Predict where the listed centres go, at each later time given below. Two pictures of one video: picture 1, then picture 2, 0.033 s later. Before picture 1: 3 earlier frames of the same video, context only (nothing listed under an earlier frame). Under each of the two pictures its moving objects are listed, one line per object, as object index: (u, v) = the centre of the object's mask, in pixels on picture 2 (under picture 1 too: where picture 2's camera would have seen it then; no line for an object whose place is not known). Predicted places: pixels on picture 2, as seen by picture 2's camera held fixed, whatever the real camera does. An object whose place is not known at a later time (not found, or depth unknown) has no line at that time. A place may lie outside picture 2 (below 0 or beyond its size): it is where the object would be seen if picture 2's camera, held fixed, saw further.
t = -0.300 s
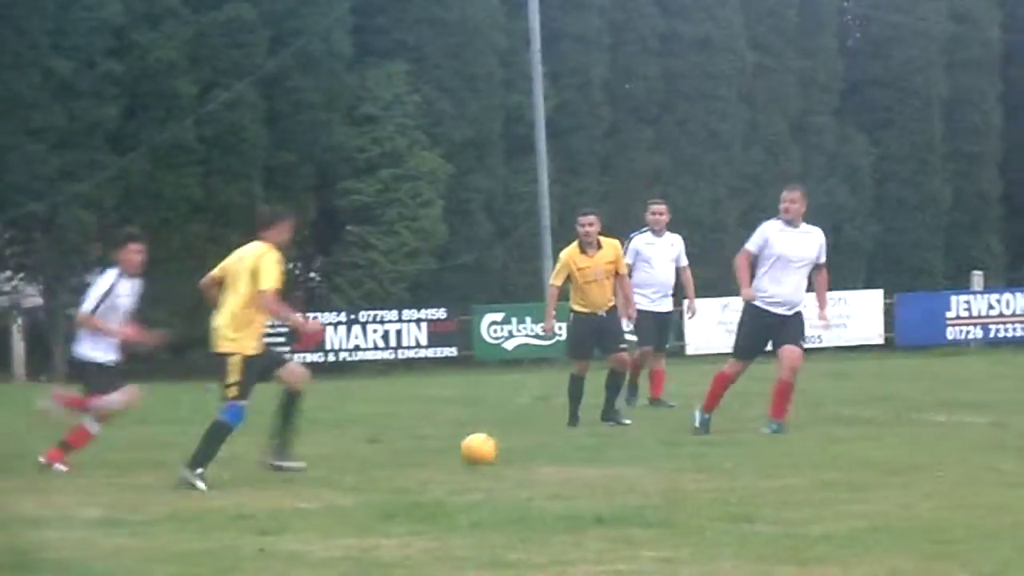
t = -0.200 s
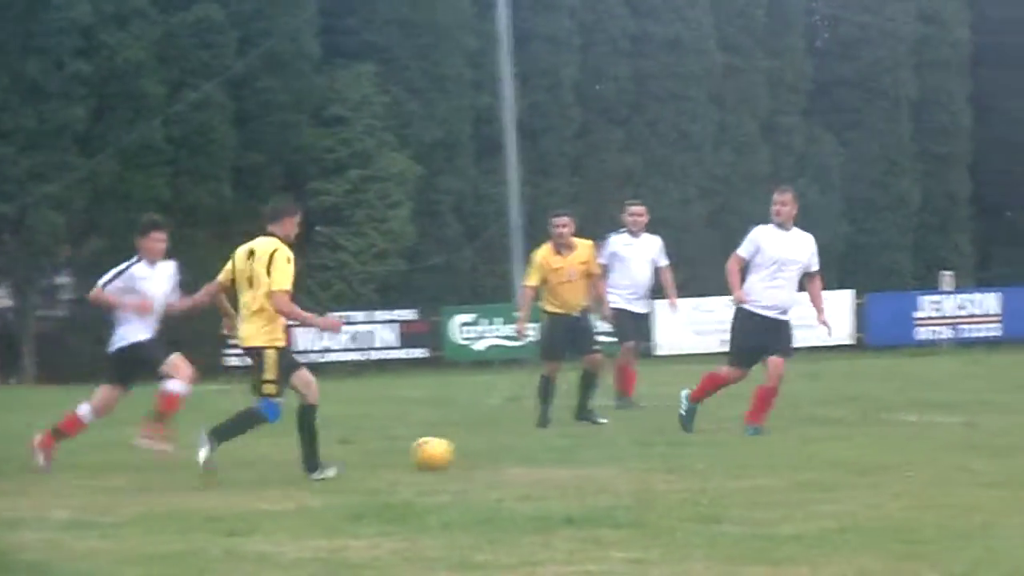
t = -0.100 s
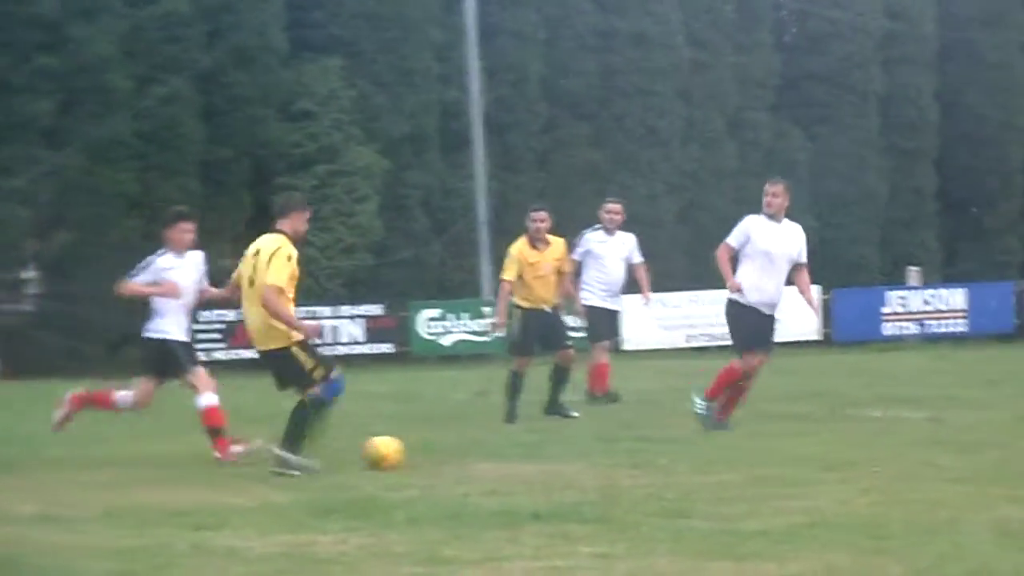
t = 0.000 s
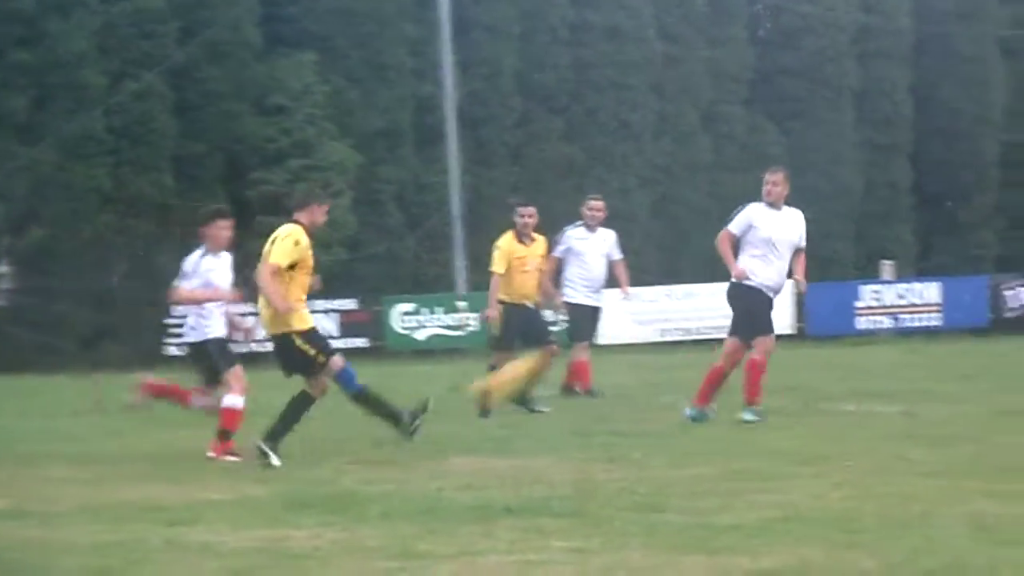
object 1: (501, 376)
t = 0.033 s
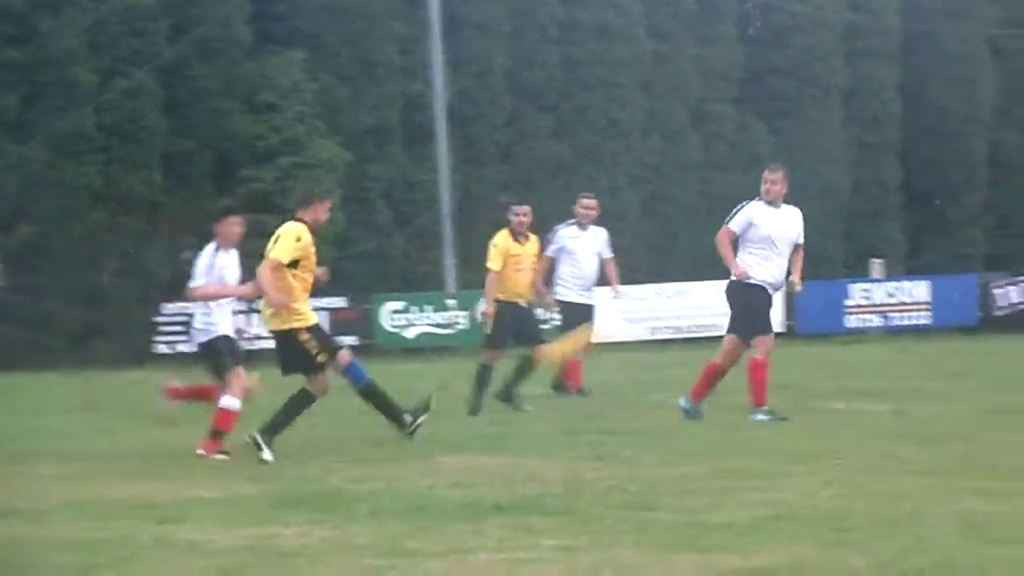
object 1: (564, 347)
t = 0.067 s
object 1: (640, 321)
